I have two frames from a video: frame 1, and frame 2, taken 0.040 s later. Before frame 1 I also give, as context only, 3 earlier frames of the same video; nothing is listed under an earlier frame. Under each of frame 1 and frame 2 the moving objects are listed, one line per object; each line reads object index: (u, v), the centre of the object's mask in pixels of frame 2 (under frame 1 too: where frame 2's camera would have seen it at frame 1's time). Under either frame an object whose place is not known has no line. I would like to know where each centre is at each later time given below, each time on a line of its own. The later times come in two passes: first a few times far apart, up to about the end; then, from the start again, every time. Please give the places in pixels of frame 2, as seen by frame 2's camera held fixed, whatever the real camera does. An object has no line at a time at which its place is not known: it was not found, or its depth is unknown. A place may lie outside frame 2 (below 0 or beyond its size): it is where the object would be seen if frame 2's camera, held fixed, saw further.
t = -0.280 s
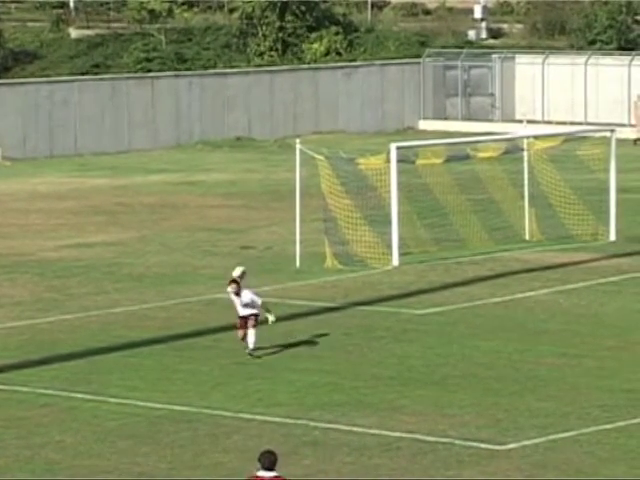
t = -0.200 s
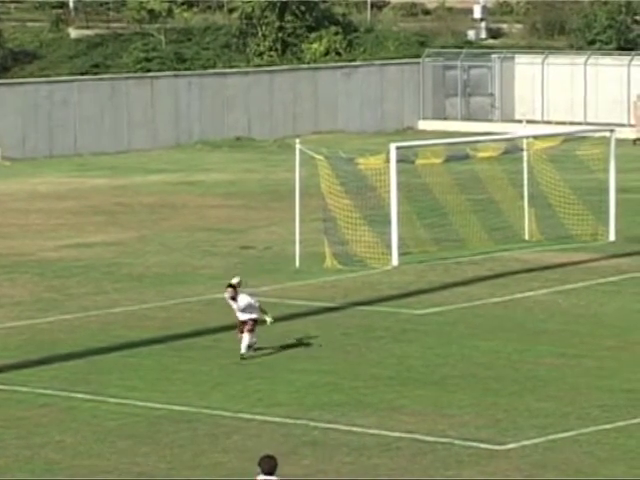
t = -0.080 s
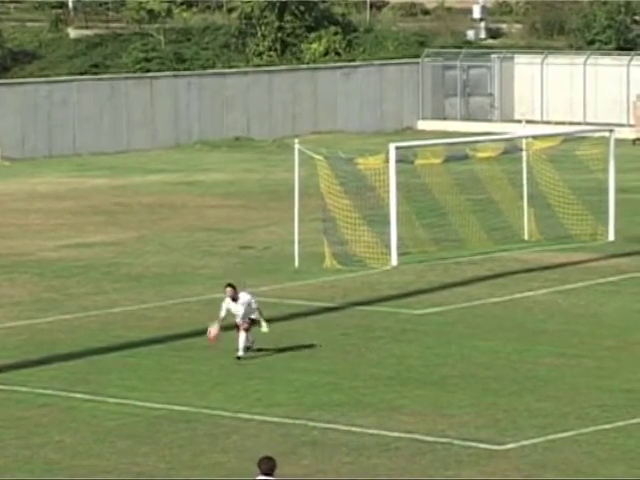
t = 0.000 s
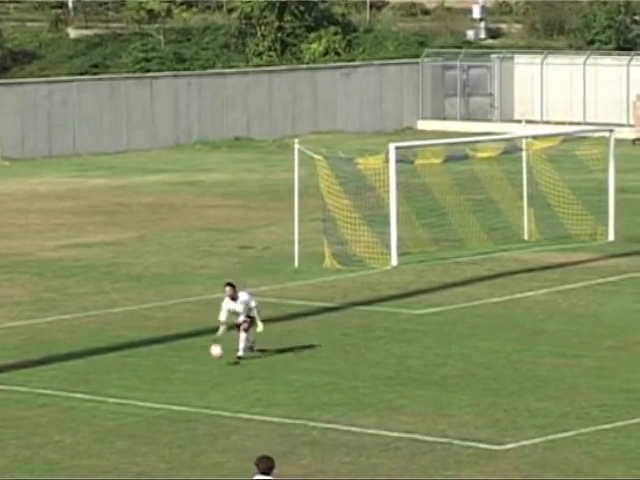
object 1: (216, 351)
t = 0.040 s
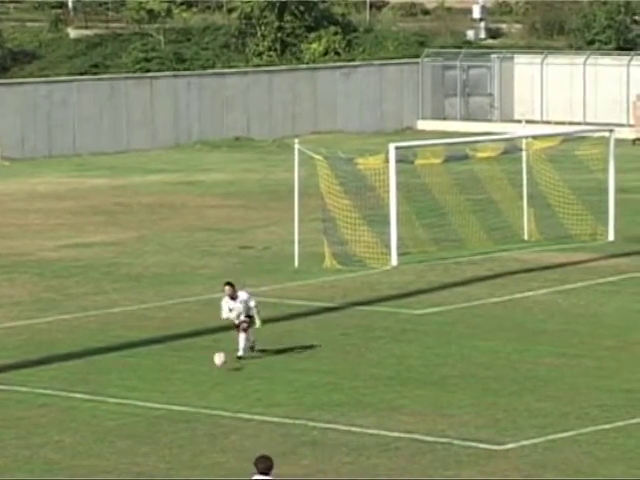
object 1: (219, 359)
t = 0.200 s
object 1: (232, 376)
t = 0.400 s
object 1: (246, 409)
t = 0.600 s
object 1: (254, 429)
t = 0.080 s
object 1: (224, 368)
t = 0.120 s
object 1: (227, 374)
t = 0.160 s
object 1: (230, 374)
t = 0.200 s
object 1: (232, 376)
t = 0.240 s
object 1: (236, 379)
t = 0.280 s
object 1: (238, 385)
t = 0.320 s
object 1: (241, 391)
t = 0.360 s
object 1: (244, 400)
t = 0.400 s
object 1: (246, 409)
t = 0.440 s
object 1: (249, 414)
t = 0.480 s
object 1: (250, 417)
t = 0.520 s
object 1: (251, 420)
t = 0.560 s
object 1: (253, 423)
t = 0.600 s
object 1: (254, 429)
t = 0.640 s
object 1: (255, 438)
